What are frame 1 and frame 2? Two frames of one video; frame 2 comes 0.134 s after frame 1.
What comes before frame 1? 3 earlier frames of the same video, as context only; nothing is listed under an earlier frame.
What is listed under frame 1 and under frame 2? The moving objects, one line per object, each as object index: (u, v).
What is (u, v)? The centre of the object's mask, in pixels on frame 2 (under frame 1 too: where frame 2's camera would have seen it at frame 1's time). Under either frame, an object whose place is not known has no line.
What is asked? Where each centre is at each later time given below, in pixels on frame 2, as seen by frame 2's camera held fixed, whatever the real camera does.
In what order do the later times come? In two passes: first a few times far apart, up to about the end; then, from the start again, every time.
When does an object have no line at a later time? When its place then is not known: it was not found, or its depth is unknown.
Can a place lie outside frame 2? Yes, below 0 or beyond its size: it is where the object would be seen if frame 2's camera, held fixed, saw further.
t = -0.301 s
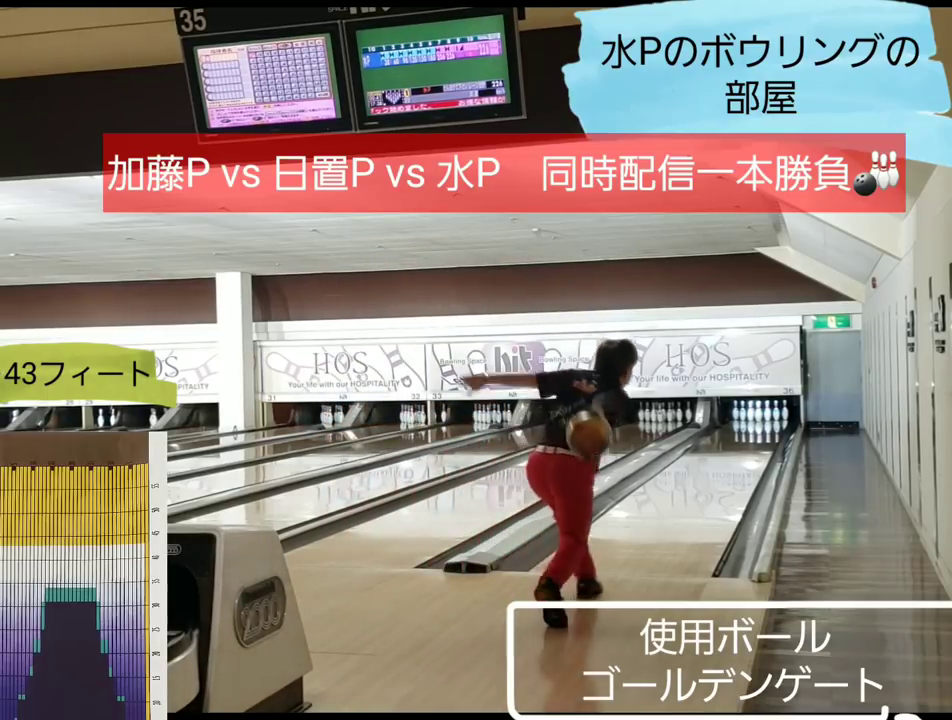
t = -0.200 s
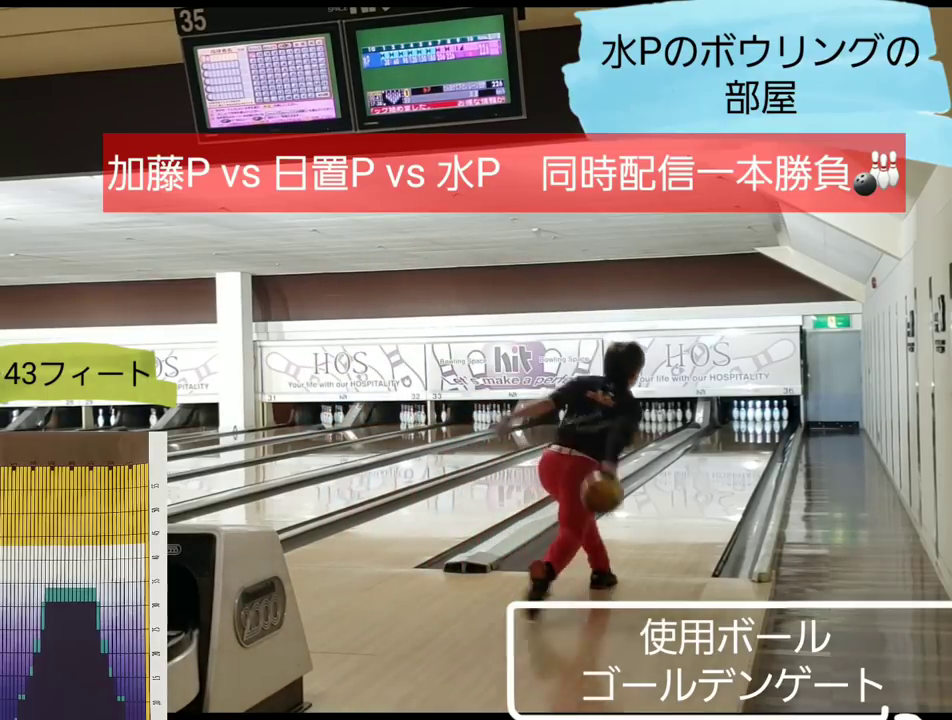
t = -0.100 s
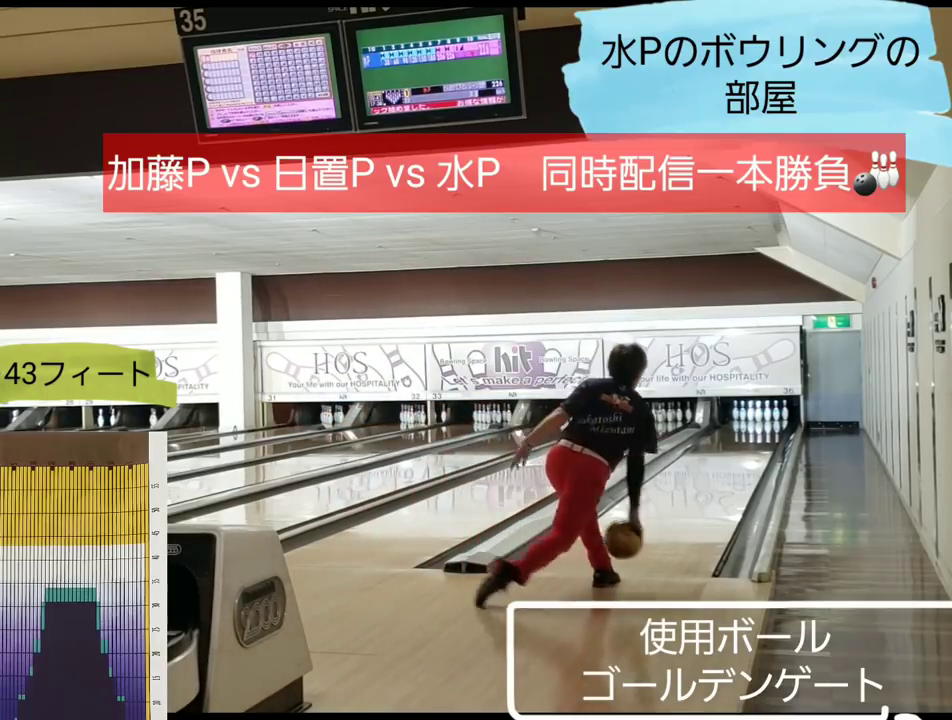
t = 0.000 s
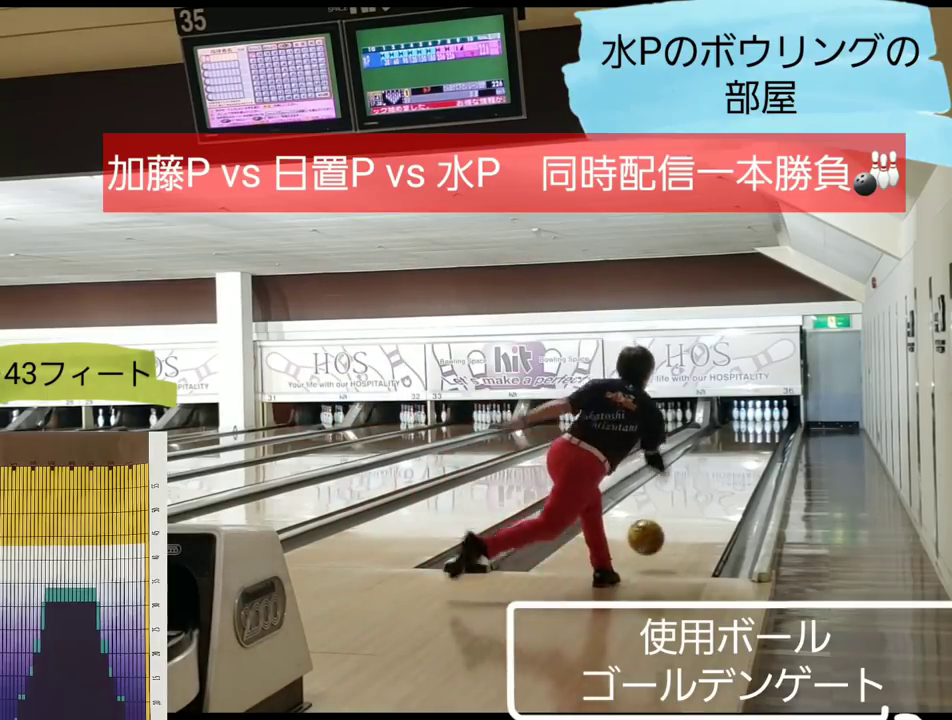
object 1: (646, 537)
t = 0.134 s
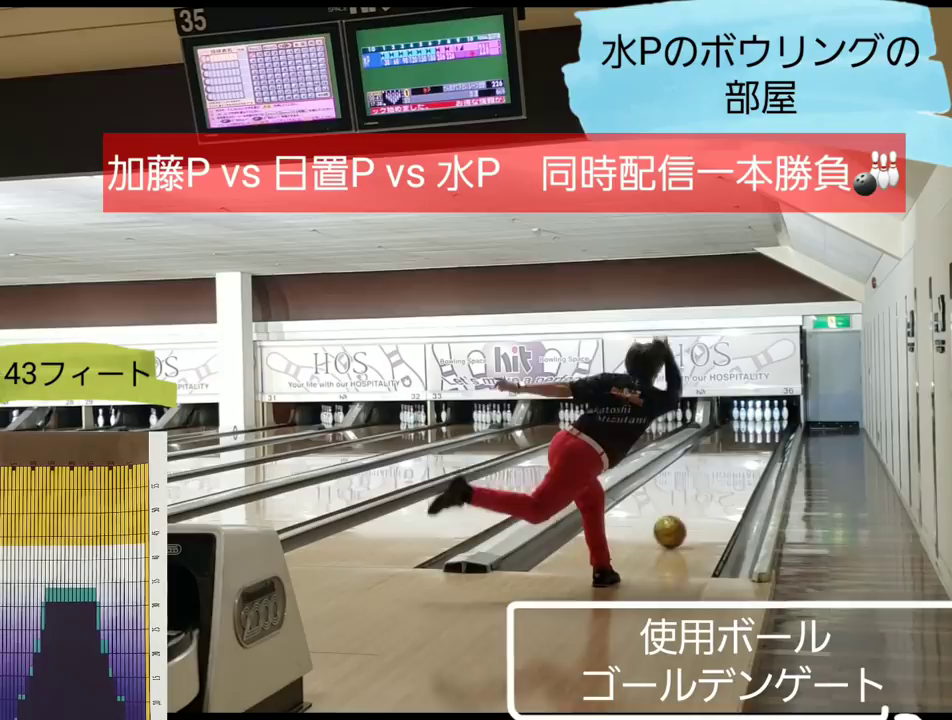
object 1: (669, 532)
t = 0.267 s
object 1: (688, 514)
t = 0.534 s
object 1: (716, 487)
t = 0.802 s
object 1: (735, 469)
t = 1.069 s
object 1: (748, 455)
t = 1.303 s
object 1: (756, 446)
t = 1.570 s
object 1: (763, 436)
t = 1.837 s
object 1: (768, 431)
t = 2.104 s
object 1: (770, 424)
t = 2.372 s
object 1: (768, 419)
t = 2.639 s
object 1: (765, 416)
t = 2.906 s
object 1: (771, 414)
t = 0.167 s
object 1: (675, 527)
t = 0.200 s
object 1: (679, 522)
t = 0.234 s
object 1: (684, 518)
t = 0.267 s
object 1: (688, 514)
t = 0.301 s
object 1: (692, 510)
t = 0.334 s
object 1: (696, 506)
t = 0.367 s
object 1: (700, 503)
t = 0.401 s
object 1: (703, 499)
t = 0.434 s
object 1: (706, 496)
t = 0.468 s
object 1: (710, 493)
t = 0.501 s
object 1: (713, 490)
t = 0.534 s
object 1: (716, 487)
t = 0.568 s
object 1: (718, 485)
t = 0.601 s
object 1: (721, 482)
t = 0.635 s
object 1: (724, 479)
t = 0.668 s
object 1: (726, 477)
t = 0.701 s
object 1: (728, 475)
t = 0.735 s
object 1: (731, 473)
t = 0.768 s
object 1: (733, 471)
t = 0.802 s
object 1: (735, 469)
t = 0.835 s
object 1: (737, 467)
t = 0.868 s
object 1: (738, 465)
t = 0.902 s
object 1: (740, 463)
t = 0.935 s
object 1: (742, 461)
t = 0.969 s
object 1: (743, 460)
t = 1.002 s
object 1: (745, 458)
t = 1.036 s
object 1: (747, 456)
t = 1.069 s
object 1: (748, 455)
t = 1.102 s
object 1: (749, 454)
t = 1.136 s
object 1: (751, 453)
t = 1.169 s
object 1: (752, 451)
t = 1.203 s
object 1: (753, 449)
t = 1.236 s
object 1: (754, 448)
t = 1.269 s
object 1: (755, 447)
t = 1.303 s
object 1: (756, 446)
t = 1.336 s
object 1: (757, 444)
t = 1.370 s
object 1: (758, 443)
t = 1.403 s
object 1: (759, 442)
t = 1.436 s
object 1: (760, 441)
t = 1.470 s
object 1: (761, 440)
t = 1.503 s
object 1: (761, 439)
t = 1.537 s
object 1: (762, 438)
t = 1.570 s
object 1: (763, 436)
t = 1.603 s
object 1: (764, 435)
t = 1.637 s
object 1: (765, 435)
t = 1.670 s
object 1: (765, 434)
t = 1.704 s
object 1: (765, 433)
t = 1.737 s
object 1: (766, 432)
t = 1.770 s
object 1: (767, 432)
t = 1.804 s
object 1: (768, 432)
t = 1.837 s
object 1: (768, 431)
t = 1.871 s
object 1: (768, 430)
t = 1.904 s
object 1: (768, 430)
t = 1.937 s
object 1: (769, 429)
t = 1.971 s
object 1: (769, 427)
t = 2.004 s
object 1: (769, 427)
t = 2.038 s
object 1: (769, 426)
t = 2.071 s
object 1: (769, 426)
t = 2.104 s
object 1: (770, 424)
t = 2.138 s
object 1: (769, 423)
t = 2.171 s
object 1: (769, 422)
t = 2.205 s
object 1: (769, 422)
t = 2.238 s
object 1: (769, 422)
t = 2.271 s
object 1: (769, 422)
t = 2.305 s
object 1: (768, 420)
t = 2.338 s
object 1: (768, 419)
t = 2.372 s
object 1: (768, 419)
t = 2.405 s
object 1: (767, 419)
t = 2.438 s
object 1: (767, 418)
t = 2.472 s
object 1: (767, 418)
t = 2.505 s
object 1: (766, 417)
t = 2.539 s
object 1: (766, 417)
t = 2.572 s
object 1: (766, 416)
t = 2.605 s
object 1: (765, 416)
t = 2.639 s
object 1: (765, 416)
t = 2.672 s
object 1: (766, 415)
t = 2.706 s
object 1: (767, 414)
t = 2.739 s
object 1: (767, 415)
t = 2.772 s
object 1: (768, 414)
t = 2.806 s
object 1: (769, 414)
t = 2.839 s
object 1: (770, 414)
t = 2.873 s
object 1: (770, 414)
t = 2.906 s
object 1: (771, 414)
